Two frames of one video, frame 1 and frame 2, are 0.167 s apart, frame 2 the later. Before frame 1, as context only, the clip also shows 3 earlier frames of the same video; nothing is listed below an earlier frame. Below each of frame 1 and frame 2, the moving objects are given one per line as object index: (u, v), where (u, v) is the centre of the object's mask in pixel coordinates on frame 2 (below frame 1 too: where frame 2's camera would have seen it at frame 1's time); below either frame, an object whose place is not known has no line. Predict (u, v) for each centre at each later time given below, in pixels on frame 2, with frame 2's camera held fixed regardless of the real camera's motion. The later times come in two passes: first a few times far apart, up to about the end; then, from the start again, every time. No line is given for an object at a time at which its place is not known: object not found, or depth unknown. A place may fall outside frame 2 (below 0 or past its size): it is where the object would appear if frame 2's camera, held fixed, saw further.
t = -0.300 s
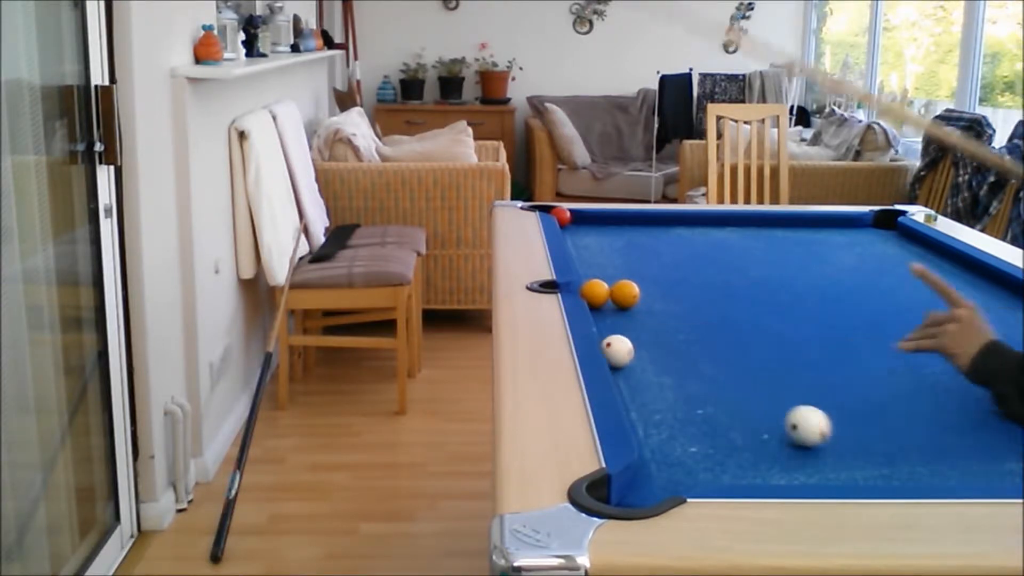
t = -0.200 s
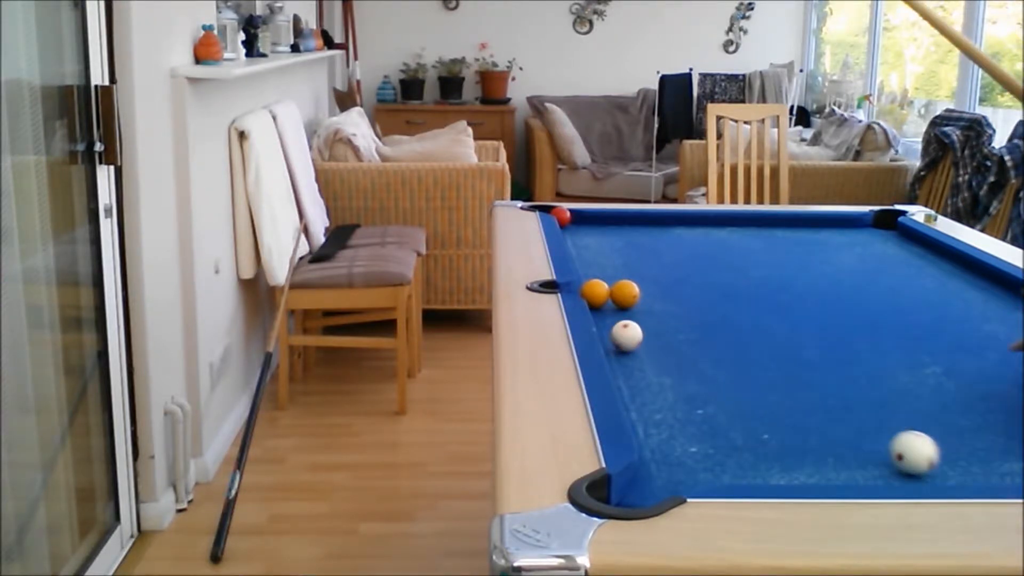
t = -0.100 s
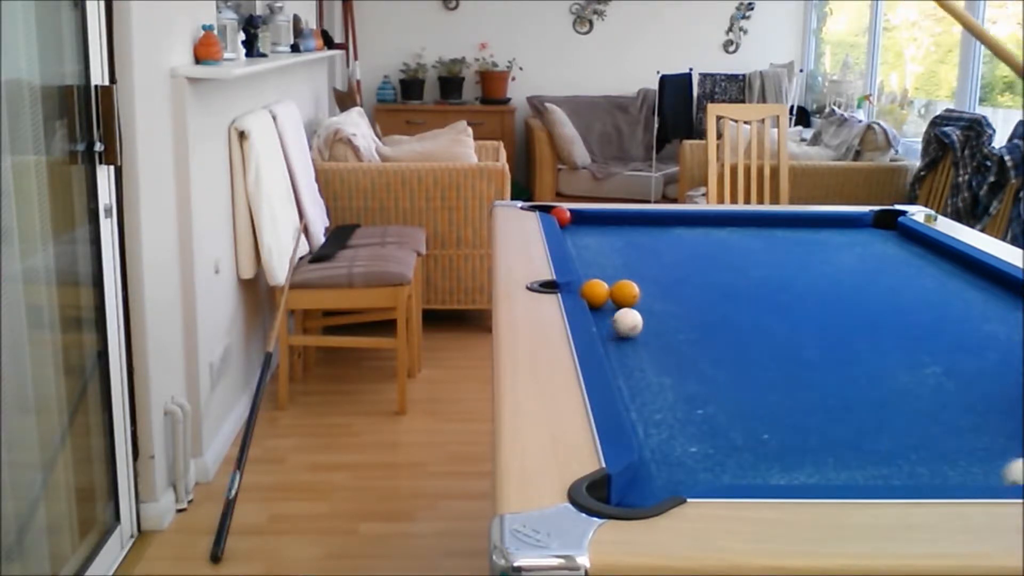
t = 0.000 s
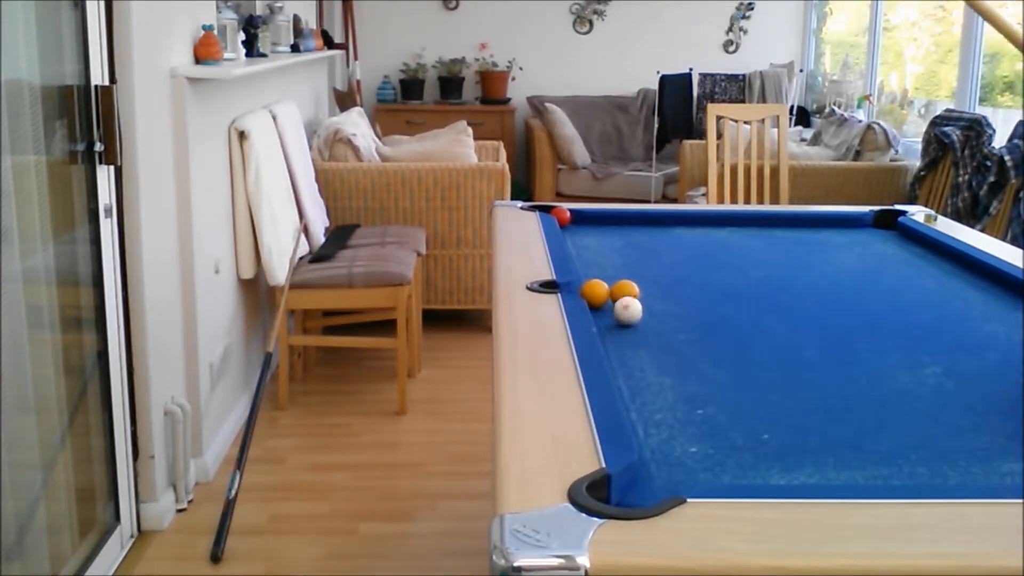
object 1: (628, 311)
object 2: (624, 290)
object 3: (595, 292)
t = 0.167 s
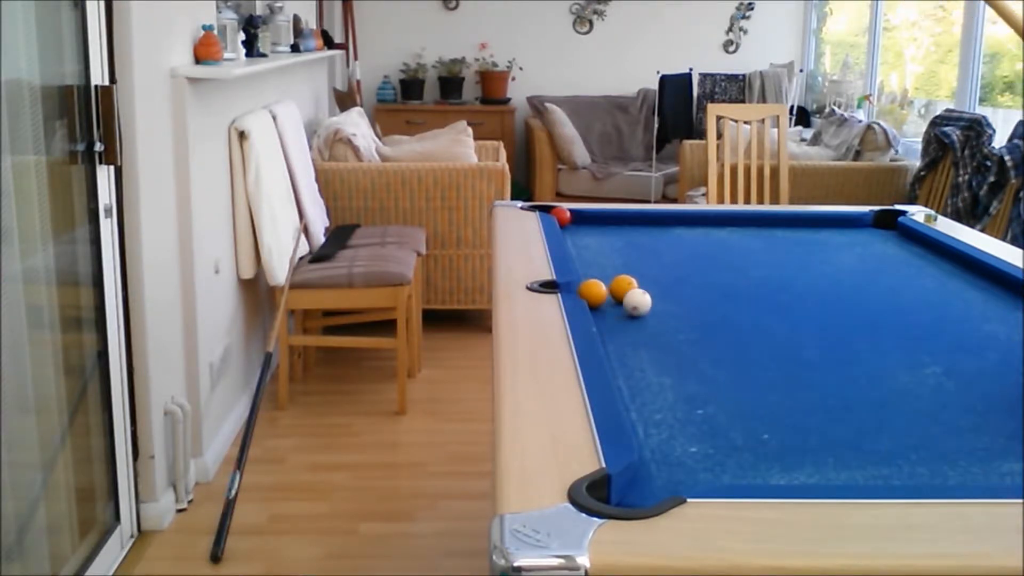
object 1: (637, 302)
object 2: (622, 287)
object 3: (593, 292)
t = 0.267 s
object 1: (645, 301)
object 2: (623, 284)
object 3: (591, 292)
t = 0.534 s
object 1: (663, 297)
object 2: (621, 272)
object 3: (577, 294)
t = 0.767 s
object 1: (676, 296)
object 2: (620, 264)
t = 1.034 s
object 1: (690, 293)
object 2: (618, 255)
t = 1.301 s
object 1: (698, 291)
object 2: (616, 248)
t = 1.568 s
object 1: (703, 289)
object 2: (614, 242)
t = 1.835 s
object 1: (706, 288)
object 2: (613, 237)
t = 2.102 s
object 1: (707, 288)
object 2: (611, 233)
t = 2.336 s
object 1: (708, 288)
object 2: (609, 230)
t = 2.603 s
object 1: (708, 288)
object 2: (606, 226)
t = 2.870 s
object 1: (708, 288)
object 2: (604, 223)
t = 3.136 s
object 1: (708, 288)
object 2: (601, 220)
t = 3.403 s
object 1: (707, 288)
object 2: (601, 219)
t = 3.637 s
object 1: (708, 289)
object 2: (599, 219)
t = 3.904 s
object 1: (707, 289)
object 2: (598, 219)
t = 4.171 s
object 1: (707, 288)
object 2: (598, 219)
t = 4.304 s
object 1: (708, 288)
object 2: (598, 219)
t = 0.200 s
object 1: (640, 302)
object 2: (622, 286)
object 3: (592, 292)
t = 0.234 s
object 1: (642, 301)
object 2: (623, 285)
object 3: (591, 292)
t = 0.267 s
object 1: (645, 301)
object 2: (623, 284)
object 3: (591, 292)
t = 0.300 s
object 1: (647, 300)
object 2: (623, 282)
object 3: (591, 292)
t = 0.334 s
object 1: (649, 300)
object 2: (622, 281)
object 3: (590, 291)
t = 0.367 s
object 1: (651, 300)
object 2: (622, 279)
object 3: (589, 292)
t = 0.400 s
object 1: (654, 299)
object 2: (622, 278)
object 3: (588, 292)
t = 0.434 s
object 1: (656, 299)
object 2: (622, 276)
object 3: (587, 292)
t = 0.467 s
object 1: (658, 298)
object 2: (622, 275)
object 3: (584, 292)
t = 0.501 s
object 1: (660, 298)
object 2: (622, 274)
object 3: (581, 292)
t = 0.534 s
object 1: (663, 297)
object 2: (621, 272)
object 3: (577, 294)
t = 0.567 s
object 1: (665, 297)
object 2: (621, 271)
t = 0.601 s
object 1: (667, 297)
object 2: (621, 270)
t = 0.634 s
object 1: (669, 297)
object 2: (621, 269)
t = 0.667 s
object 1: (671, 297)
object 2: (621, 268)
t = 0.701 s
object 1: (673, 296)
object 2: (620, 267)
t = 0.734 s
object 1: (675, 296)
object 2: (620, 265)
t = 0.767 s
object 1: (676, 296)
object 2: (620, 264)
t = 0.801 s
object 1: (678, 296)
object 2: (620, 263)
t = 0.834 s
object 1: (680, 295)
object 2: (620, 262)
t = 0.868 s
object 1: (682, 295)
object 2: (619, 261)
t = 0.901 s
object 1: (683, 295)
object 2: (619, 260)
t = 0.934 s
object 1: (685, 294)
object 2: (619, 259)
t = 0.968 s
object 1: (688, 294)
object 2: (618, 257)
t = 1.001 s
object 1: (689, 293)
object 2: (618, 256)
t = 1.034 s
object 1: (690, 293)
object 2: (618, 255)
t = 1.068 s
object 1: (691, 293)
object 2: (618, 254)
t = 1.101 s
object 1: (693, 293)
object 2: (618, 253)
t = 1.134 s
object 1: (694, 292)
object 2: (617, 252)
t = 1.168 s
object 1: (695, 292)
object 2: (617, 252)
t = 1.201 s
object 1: (695, 292)
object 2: (617, 251)
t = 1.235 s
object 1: (696, 292)
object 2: (617, 250)
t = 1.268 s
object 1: (697, 291)
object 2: (616, 249)
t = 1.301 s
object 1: (698, 291)
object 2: (616, 248)
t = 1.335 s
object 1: (699, 291)
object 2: (616, 247)
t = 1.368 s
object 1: (700, 291)
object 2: (615, 247)
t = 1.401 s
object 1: (700, 290)
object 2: (615, 246)
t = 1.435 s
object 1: (701, 290)
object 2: (615, 245)
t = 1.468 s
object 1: (701, 290)
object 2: (615, 244)
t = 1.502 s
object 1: (702, 290)
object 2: (615, 244)
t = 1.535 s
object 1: (702, 289)
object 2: (614, 243)
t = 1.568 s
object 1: (703, 289)
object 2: (614, 242)
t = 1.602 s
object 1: (704, 289)
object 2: (614, 241)
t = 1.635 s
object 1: (704, 289)
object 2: (614, 240)
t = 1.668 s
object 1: (704, 289)
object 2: (614, 240)
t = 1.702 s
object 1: (705, 289)
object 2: (613, 239)
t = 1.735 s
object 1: (705, 289)
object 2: (613, 239)
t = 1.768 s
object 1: (705, 289)
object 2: (613, 238)
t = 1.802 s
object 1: (706, 289)
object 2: (613, 237)
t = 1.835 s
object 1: (706, 288)
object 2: (613, 237)
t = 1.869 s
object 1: (706, 289)
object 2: (613, 236)
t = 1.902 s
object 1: (706, 289)
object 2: (612, 236)
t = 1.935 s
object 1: (706, 288)
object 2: (612, 235)
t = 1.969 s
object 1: (707, 290)
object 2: (612, 235)
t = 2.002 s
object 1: (707, 288)
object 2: (612, 234)
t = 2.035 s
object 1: (707, 288)
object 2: (612, 234)
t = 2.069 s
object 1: (707, 288)
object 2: (611, 233)
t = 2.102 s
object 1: (707, 288)
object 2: (611, 233)
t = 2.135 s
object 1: (707, 288)
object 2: (611, 232)
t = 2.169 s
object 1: (707, 288)
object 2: (611, 232)
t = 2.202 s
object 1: (707, 288)
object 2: (610, 231)
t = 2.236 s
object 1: (707, 288)
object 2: (610, 231)
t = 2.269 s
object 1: (707, 288)
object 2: (610, 230)
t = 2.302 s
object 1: (708, 288)
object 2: (610, 230)
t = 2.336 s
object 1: (708, 288)
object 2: (609, 230)
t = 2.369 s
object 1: (708, 288)
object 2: (609, 229)
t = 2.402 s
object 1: (708, 288)
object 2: (608, 229)
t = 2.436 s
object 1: (708, 288)
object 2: (608, 228)
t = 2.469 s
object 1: (708, 288)
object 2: (608, 228)
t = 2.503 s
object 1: (708, 288)
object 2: (607, 227)
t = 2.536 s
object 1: (708, 288)
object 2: (607, 227)
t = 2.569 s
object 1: (708, 288)
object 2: (607, 226)
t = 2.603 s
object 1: (708, 288)
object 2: (606, 226)
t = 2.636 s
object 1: (708, 288)
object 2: (606, 226)
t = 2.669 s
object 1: (708, 288)
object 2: (606, 225)
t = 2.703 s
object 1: (708, 288)
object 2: (605, 225)
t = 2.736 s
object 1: (708, 288)
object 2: (605, 225)
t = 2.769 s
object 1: (708, 288)
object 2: (605, 224)
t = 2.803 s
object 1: (708, 288)
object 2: (604, 224)
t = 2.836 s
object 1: (708, 288)
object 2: (604, 224)
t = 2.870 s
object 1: (708, 288)
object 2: (604, 223)
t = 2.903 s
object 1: (708, 288)
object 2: (604, 223)
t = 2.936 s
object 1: (708, 288)
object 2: (604, 223)
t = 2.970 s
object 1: (708, 288)
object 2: (604, 223)
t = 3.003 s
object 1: (708, 288)
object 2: (603, 222)
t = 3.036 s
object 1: (707, 288)
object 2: (603, 222)
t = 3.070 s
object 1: (707, 288)
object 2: (602, 221)
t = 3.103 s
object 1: (708, 288)
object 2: (602, 221)
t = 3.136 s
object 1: (708, 288)
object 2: (601, 220)
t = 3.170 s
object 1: (707, 288)
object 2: (601, 220)
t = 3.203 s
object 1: (707, 288)
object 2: (601, 219)
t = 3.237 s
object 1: (707, 288)
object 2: (601, 219)
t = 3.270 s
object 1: (707, 288)
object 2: (601, 219)
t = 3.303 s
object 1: (707, 288)
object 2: (601, 219)
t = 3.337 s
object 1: (707, 288)
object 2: (601, 219)
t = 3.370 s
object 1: (708, 288)
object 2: (601, 219)
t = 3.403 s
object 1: (707, 288)
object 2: (601, 219)
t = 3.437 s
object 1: (707, 288)
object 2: (601, 219)
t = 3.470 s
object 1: (707, 288)
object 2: (601, 219)
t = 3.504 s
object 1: (707, 288)
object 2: (600, 219)
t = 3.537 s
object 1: (707, 289)
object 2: (600, 219)
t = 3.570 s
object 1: (707, 289)
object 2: (599, 219)
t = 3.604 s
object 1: (708, 288)
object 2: (599, 219)
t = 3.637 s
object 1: (708, 289)
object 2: (599, 219)
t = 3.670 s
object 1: (708, 289)
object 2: (598, 220)
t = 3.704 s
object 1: (707, 289)
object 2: (598, 219)
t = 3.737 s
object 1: (708, 288)
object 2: (598, 220)
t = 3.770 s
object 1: (708, 289)
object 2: (598, 219)
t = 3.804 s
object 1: (707, 289)
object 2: (598, 219)
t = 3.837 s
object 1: (708, 288)
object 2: (598, 219)
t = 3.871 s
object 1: (707, 289)
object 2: (598, 219)
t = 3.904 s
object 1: (707, 289)
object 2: (598, 219)
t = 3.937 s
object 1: (708, 289)
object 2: (598, 220)
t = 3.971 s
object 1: (707, 289)
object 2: (598, 220)
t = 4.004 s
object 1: (707, 289)
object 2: (598, 220)
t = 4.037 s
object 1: (708, 289)
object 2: (598, 220)
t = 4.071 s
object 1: (708, 289)
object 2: (598, 219)
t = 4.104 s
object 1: (708, 288)
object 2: (598, 219)
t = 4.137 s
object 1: (708, 288)
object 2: (598, 219)
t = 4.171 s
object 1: (707, 288)
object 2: (598, 219)
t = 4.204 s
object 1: (708, 289)
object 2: (598, 219)
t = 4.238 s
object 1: (708, 289)
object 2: (598, 219)
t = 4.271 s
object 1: (708, 288)
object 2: (598, 219)
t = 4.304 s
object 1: (708, 288)
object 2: (598, 219)
